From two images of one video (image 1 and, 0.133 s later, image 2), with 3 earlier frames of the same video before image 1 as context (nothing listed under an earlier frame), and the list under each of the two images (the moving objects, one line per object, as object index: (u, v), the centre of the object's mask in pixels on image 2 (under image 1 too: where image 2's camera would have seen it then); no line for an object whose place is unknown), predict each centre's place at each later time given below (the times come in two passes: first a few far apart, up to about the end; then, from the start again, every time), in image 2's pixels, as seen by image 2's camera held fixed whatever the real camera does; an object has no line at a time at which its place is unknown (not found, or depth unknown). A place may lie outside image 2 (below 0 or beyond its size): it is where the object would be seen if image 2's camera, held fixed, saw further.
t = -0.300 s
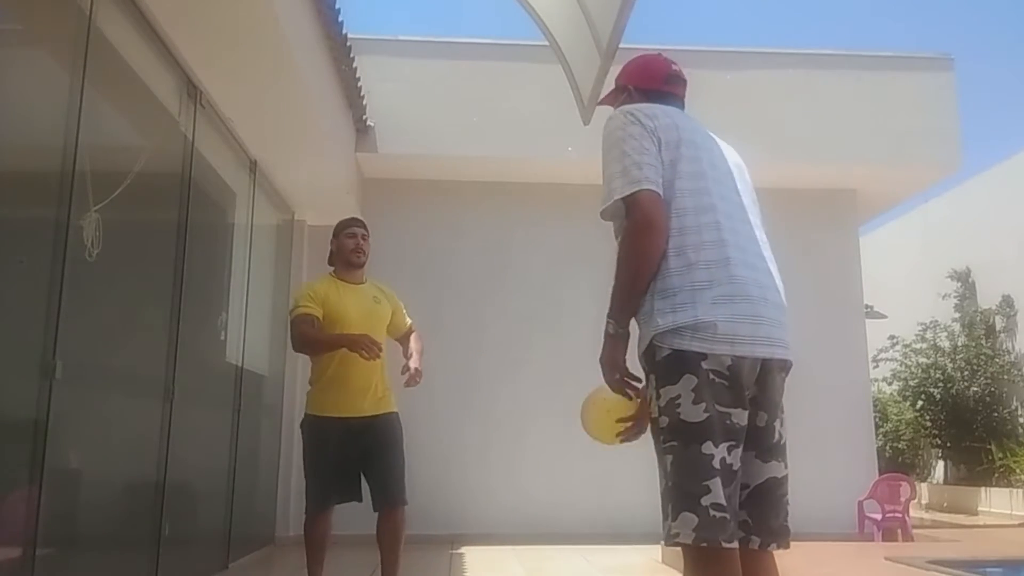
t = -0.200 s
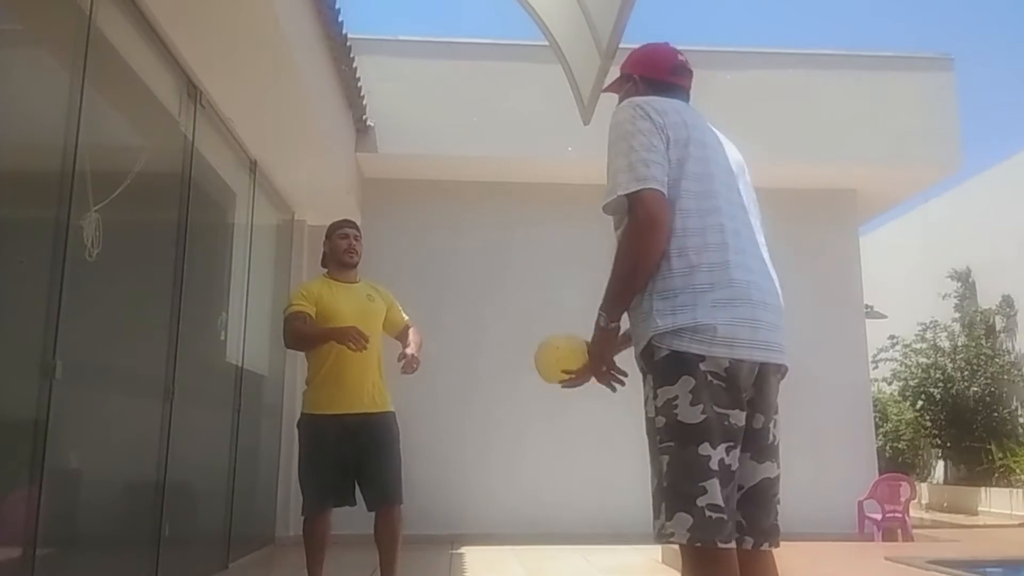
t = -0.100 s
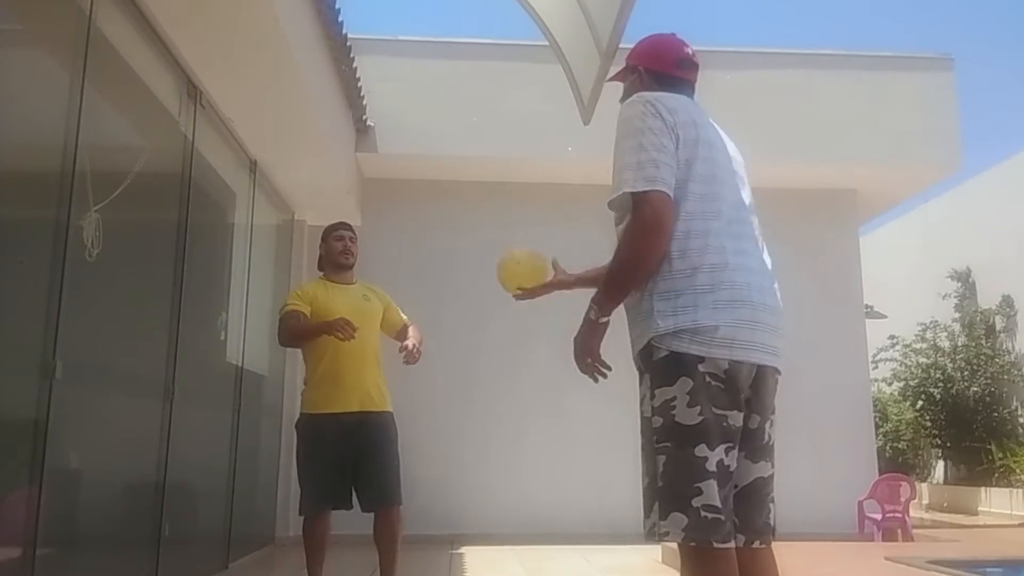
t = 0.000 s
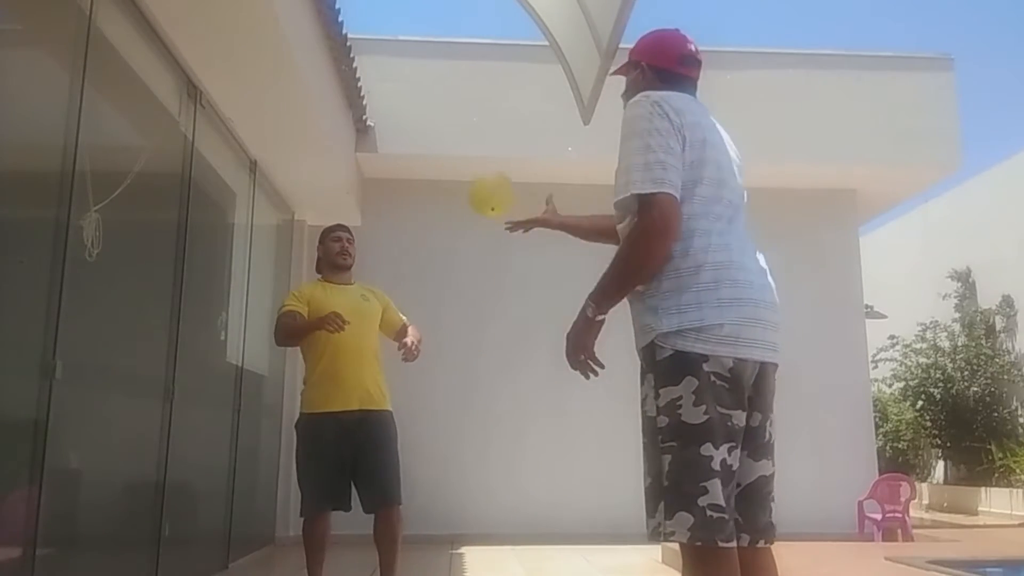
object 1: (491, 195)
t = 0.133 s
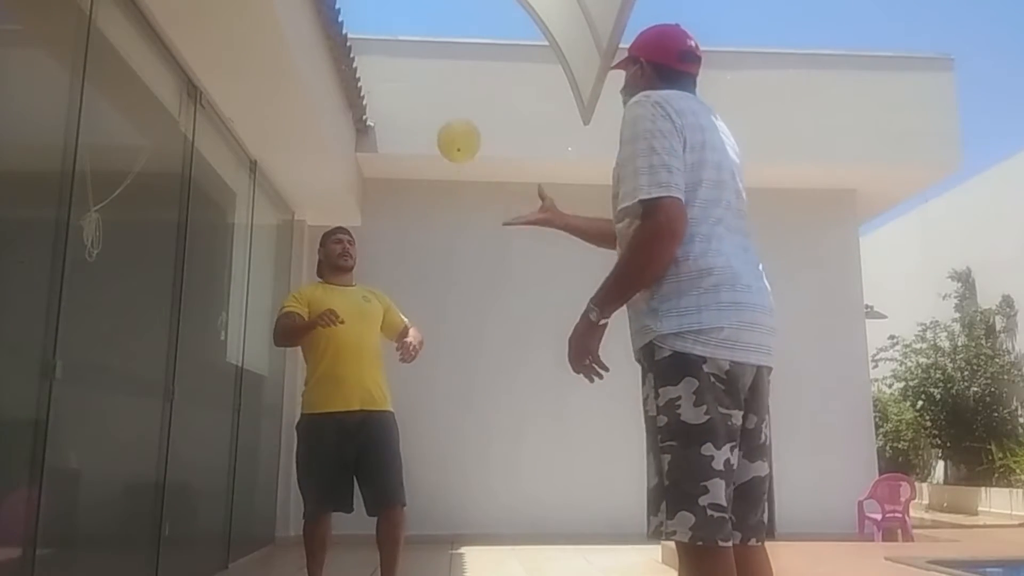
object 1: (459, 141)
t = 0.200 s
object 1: (444, 132)
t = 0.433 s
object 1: (396, 179)
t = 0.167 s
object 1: (451, 135)
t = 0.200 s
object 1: (444, 132)
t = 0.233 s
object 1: (437, 131)
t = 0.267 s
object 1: (430, 133)
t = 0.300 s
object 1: (423, 138)
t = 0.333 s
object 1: (416, 146)
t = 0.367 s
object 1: (409, 156)
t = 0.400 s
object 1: (402, 166)
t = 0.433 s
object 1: (396, 179)
